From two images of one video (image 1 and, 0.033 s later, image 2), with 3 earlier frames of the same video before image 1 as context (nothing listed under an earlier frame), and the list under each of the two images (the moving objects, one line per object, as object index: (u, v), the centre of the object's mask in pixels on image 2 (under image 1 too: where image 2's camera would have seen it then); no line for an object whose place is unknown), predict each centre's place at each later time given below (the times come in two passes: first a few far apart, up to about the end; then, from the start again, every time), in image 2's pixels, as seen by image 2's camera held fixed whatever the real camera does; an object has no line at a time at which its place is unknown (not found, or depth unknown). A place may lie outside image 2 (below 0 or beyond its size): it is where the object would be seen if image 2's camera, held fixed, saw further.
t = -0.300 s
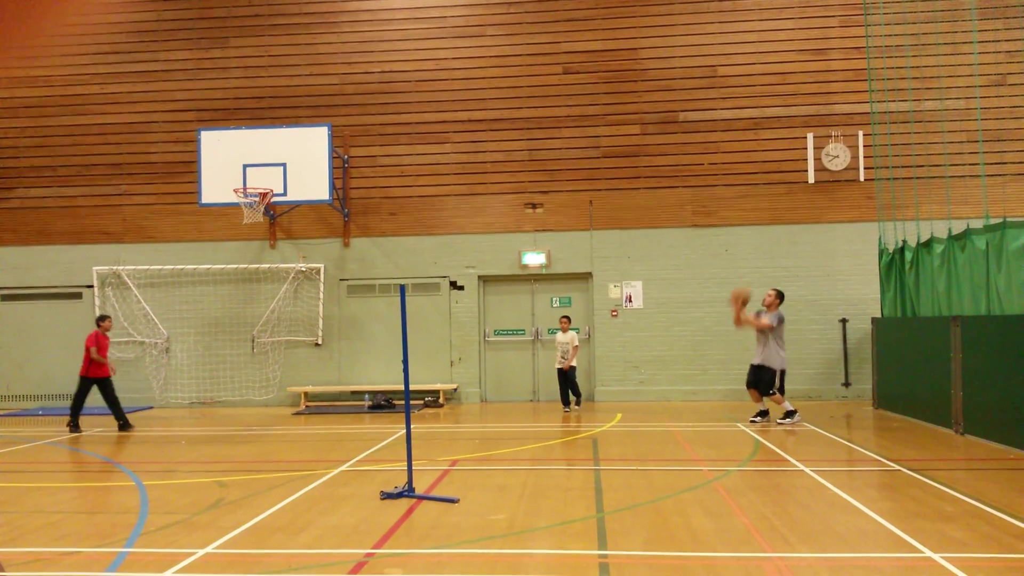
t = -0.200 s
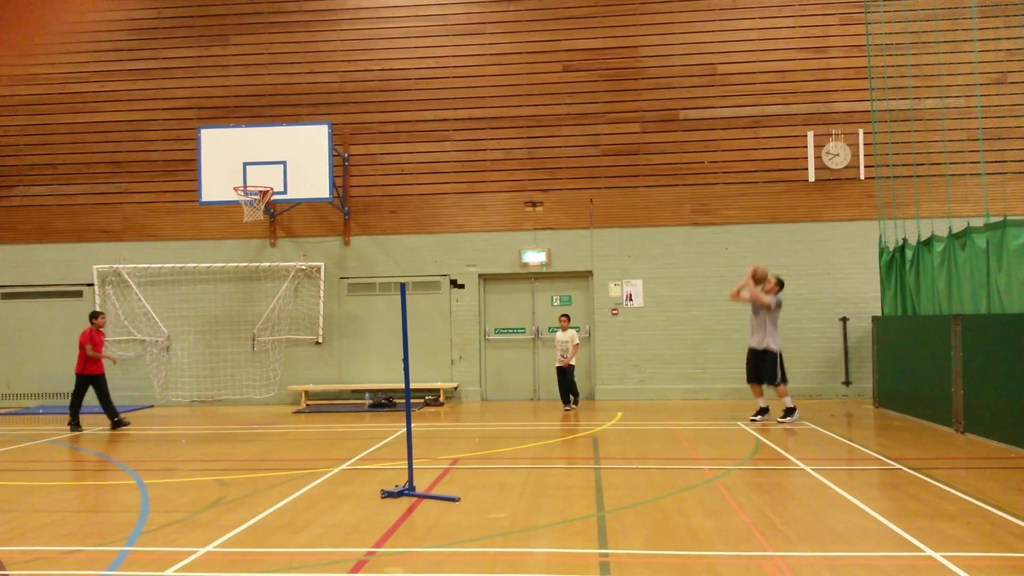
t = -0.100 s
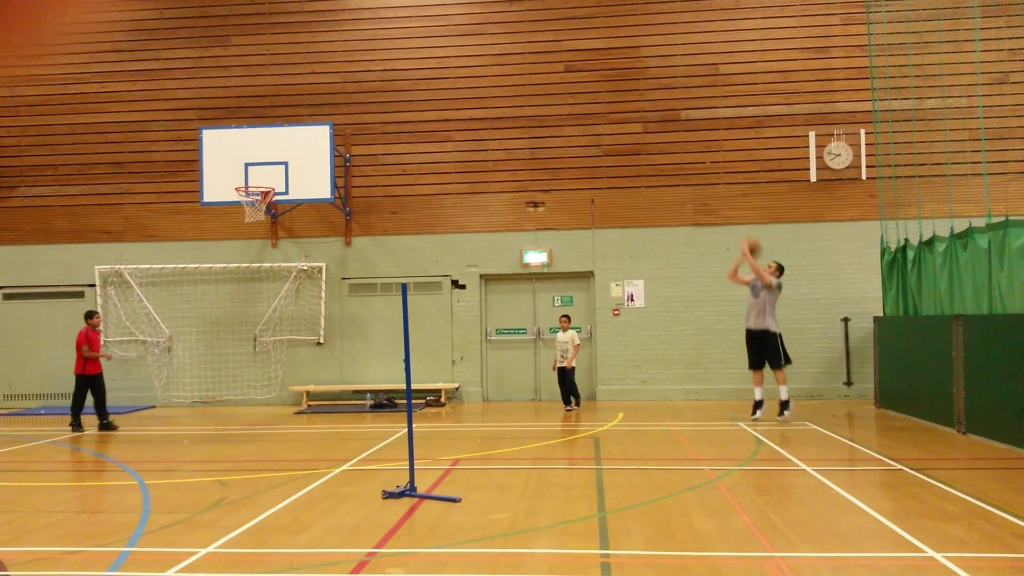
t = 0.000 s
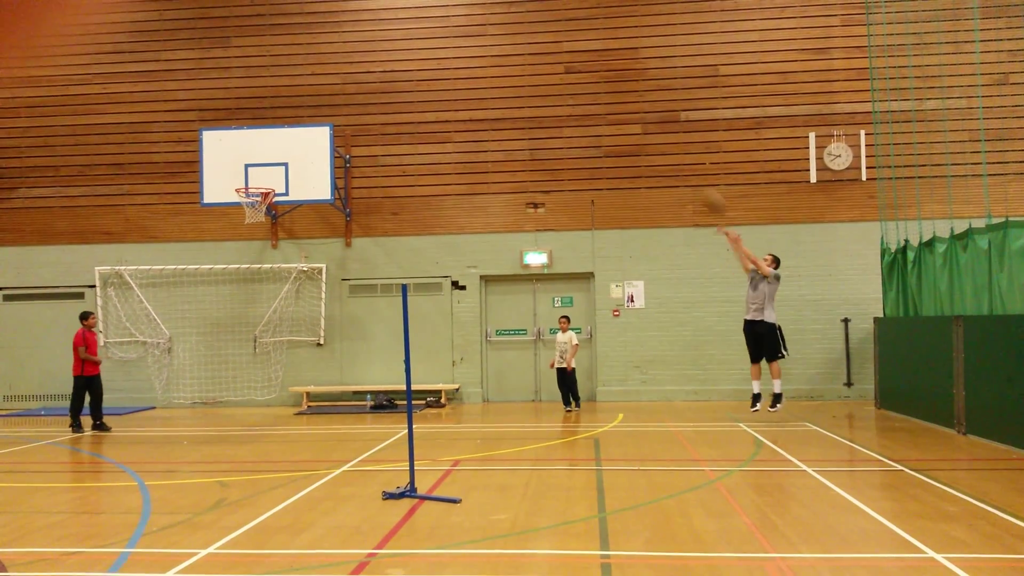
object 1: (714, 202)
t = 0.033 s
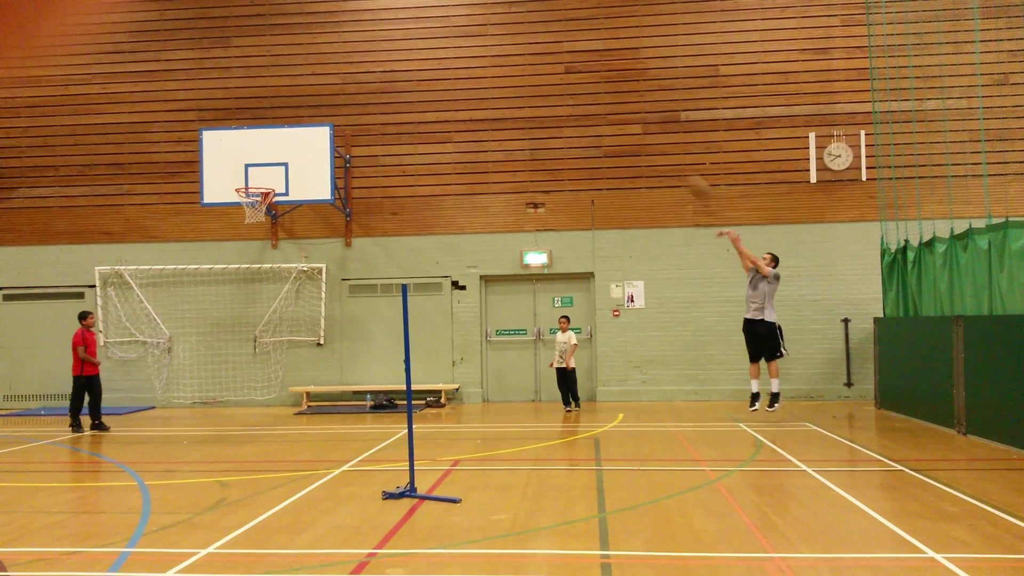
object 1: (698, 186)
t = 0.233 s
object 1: (608, 119)
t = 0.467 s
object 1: (509, 82)
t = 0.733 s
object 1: (403, 89)
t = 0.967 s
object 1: (312, 139)
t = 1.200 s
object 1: (235, 209)
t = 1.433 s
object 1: (214, 242)
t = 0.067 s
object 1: (684, 174)
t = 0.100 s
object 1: (668, 161)
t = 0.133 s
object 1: (652, 149)
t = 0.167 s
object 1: (637, 138)
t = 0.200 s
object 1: (623, 129)
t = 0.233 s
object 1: (608, 119)
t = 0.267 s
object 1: (592, 112)
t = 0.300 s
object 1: (579, 105)
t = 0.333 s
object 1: (564, 98)
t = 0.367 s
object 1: (550, 93)
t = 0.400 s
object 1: (536, 88)
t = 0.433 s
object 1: (523, 85)
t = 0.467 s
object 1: (509, 82)
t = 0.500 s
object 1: (496, 79)
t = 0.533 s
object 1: (481, 78)
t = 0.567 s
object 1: (469, 78)
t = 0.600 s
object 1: (455, 79)
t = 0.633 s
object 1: (442, 80)
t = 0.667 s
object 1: (428, 82)
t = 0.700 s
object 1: (416, 85)
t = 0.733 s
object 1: (403, 89)
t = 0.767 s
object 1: (389, 93)
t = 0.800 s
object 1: (376, 98)
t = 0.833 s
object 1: (363, 105)
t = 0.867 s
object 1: (351, 112)
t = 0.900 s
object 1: (338, 119)
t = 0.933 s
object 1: (326, 127)
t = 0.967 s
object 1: (312, 139)
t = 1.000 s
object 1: (299, 149)
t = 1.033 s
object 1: (286, 160)
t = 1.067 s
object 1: (274, 172)
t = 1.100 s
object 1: (260, 182)
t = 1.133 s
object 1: (249, 197)
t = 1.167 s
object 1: (239, 207)
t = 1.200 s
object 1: (235, 209)
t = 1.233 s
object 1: (232, 212)
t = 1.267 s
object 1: (229, 215)
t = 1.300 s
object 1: (226, 219)
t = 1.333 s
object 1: (223, 223)
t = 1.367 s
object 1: (220, 229)
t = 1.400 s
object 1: (217, 235)
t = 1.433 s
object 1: (214, 242)
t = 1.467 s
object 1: (211, 250)
